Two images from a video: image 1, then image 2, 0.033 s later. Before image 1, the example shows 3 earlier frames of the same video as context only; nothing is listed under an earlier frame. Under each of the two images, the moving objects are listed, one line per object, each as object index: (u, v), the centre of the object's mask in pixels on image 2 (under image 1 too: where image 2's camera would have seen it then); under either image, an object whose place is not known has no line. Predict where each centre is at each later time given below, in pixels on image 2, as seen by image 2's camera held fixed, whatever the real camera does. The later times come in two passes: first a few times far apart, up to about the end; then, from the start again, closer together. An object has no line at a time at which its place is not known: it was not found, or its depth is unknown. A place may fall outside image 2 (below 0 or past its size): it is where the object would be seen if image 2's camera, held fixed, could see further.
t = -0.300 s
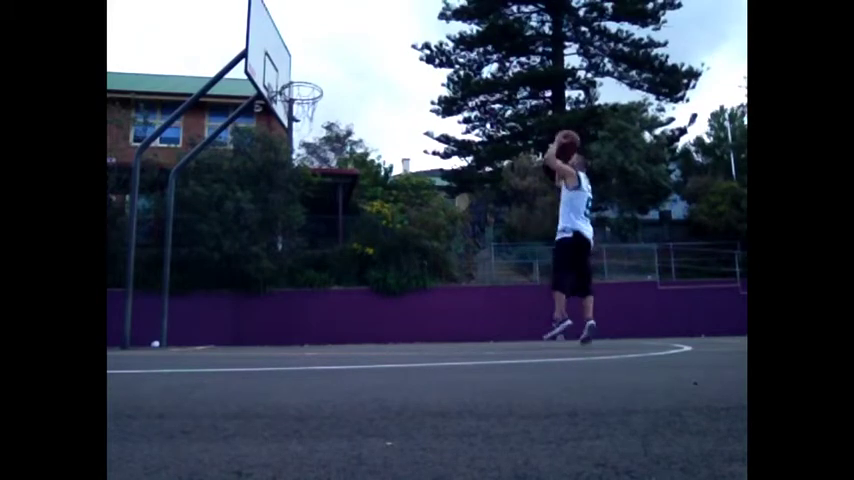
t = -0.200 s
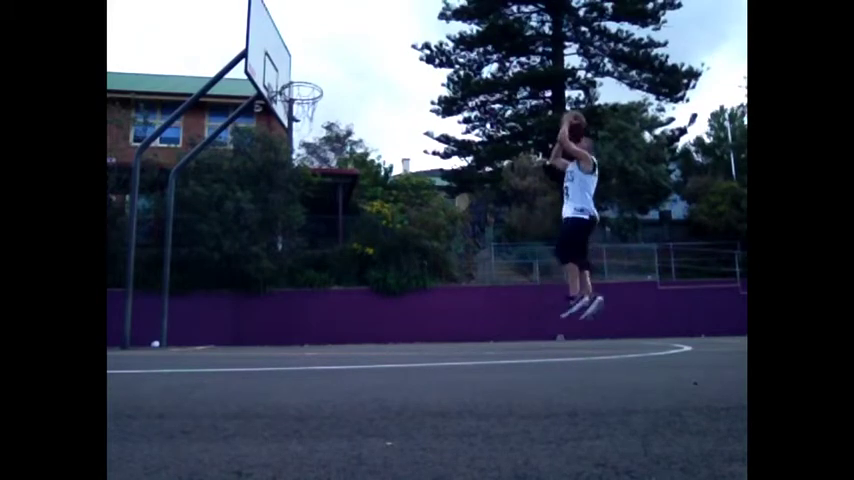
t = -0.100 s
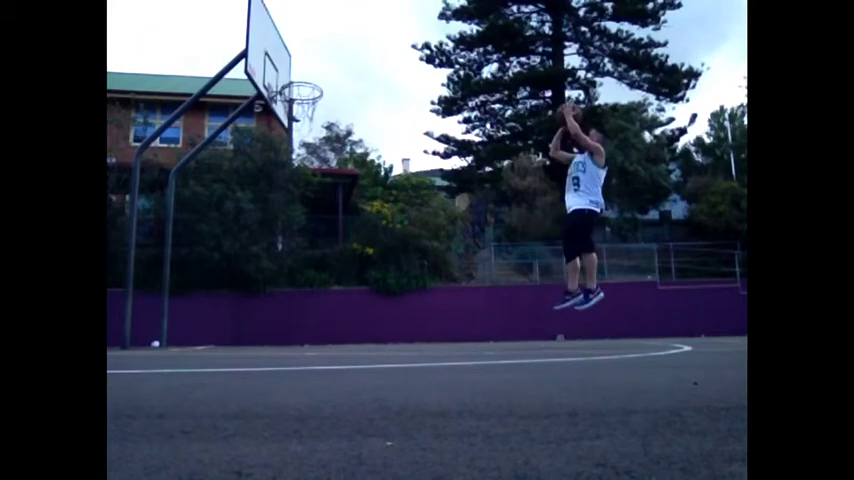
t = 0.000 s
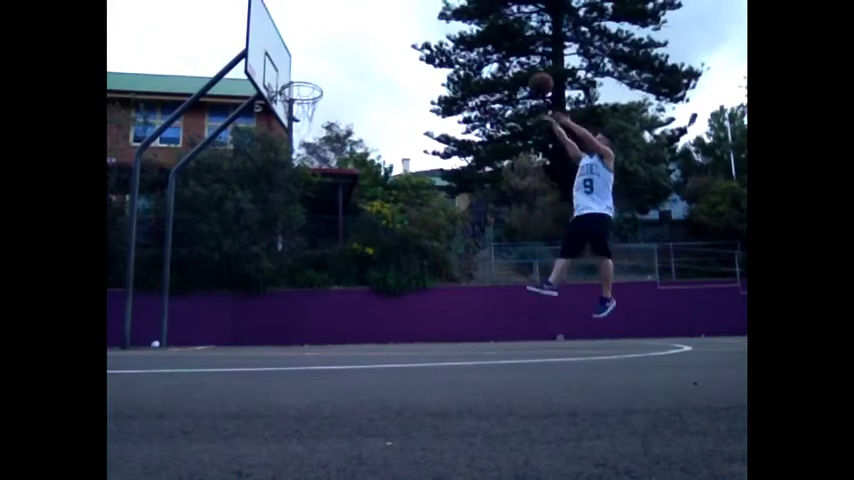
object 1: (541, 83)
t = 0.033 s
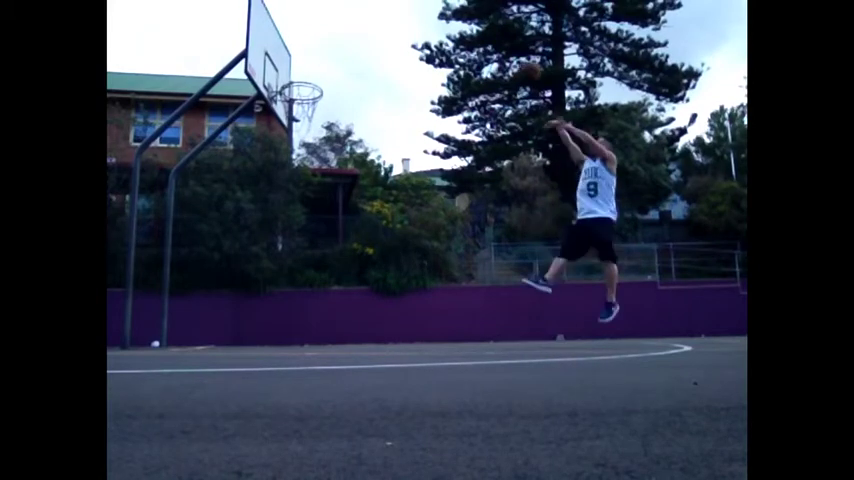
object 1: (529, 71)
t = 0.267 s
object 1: (447, 24)
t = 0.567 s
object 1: (358, 32)
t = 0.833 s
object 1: (297, 89)
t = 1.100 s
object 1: (305, 82)
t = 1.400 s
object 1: (298, 89)
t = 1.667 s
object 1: (302, 124)
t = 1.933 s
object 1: (312, 214)
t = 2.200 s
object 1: (323, 302)
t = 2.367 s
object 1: (332, 227)
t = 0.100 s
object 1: (504, 53)
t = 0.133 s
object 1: (492, 45)
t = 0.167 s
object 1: (482, 37)
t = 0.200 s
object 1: (470, 34)
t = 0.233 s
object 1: (457, 28)
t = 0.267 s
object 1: (447, 24)
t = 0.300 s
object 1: (437, 22)
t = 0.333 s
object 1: (426, 20)
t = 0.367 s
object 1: (416, 19)
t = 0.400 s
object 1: (406, 19)
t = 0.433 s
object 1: (396, 20)
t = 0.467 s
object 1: (386, 22)
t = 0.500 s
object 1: (377, 24)
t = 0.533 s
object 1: (367, 28)
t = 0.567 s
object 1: (358, 32)
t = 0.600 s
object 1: (349, 37)
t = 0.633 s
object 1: (340, 43)
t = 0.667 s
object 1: (331, 50)
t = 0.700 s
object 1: (322, 58)
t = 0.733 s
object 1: (313, 67)
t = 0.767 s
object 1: (304, 76)
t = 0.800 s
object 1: (295, 86)
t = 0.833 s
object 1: (297, 89)
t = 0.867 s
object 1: (305, 88)
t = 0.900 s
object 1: (307, 87)
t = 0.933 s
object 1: (301, 88)
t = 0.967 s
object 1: (295, 89)
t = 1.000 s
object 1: (294, 89)
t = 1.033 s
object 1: (297, 86)
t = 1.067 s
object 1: (301, 83)
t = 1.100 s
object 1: (305, 82)
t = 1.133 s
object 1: (308, 82)
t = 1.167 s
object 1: (310, 81)
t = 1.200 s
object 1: (308, 80)
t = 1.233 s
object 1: (306, 79)
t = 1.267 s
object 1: (305, 79)
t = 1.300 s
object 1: (303, 80)
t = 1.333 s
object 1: (301, 82)
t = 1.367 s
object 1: (299, 85)
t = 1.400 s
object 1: (298, 89)
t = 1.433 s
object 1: (296, 93)
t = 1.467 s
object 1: (295, 97)
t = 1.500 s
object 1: (296, 99)
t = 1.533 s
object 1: (297, 103)
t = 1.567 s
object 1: (297, 107)
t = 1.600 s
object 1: (299, 112)
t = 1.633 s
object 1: (300, 118)
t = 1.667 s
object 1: (302, 124)
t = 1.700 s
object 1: (303, 132)
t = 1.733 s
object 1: (304, 141)
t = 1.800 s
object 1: (306, 162)
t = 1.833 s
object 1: (307, 172)
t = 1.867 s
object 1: (309, 185)
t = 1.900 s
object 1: (310, 198)
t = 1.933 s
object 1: (312, 214)
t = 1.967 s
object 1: (313, 231)
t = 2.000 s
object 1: (314, 249)
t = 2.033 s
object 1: (316, 270)
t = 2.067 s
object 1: (316, 290)
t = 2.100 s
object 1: (319, 313)
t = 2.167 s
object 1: (322, 318)
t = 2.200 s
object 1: (323, 302)
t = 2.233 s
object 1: (325, 285)
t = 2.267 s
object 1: (328, 269)
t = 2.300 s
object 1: (329, 253)
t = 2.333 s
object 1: (330, 239)
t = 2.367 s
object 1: (332, 227)
